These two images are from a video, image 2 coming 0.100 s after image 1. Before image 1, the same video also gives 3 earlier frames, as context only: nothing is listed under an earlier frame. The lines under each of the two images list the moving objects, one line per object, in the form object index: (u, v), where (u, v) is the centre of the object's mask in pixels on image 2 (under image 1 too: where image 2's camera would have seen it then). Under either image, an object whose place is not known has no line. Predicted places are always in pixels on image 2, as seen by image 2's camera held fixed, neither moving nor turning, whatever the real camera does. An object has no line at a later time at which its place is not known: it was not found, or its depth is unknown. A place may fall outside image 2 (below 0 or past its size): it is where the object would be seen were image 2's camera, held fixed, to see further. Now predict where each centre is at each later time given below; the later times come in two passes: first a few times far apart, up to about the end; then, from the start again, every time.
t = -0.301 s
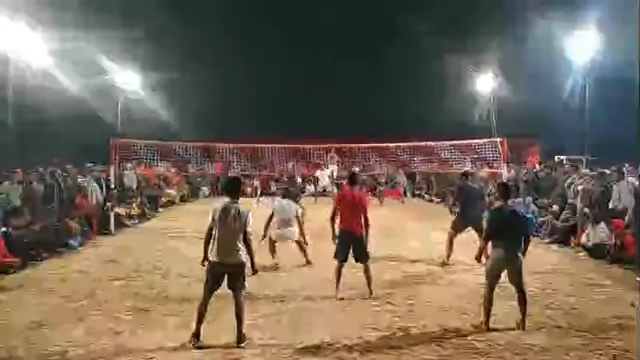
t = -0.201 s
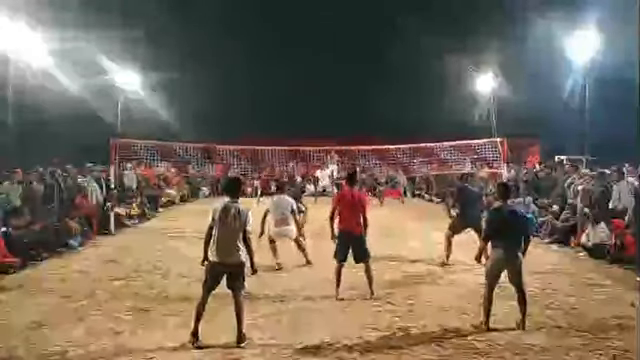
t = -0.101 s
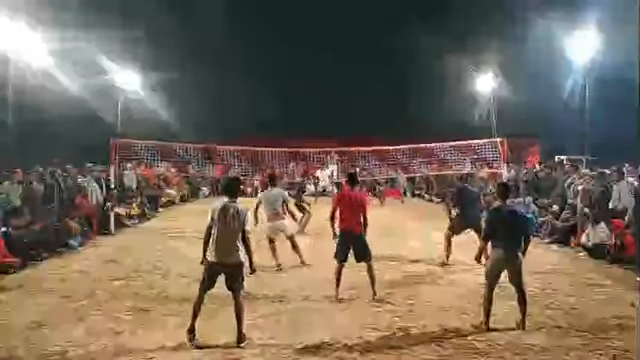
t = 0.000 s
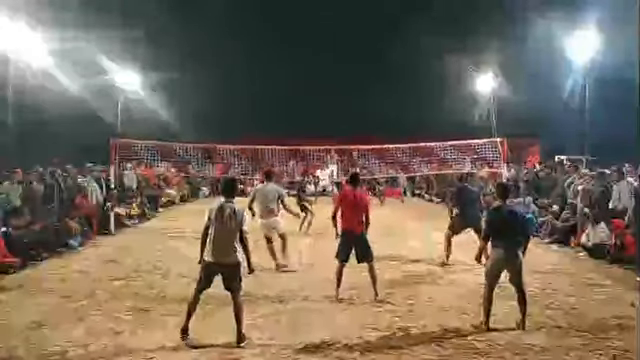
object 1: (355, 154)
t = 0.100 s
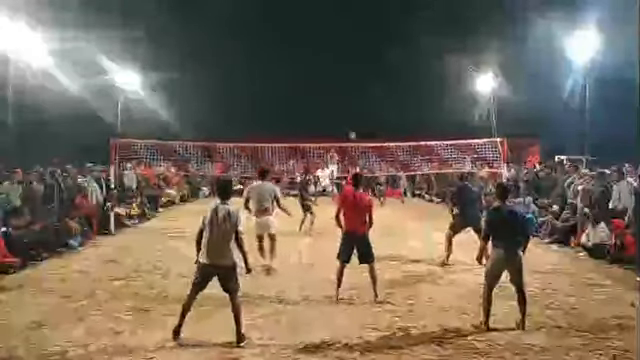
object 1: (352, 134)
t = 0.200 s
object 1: (351, 117)
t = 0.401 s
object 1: (349, 84)
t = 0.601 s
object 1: (347, 56)
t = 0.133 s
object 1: (352, 129)
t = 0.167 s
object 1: (351, 123)
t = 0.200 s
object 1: (351, 117)
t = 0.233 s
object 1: (350, 111)
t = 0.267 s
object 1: (350, 105)
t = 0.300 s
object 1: (350, 100)
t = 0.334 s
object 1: (349, 95)
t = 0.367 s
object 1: (349, 89)
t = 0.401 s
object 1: (349, 84)
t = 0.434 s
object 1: (348, 79)
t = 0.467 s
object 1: (348, 74)
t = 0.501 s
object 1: (348, 69)
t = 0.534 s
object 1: (348, 65)
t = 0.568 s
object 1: (348, 60)
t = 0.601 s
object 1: (347, 56)
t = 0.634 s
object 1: (347, 52)
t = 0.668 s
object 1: (347, 49)
